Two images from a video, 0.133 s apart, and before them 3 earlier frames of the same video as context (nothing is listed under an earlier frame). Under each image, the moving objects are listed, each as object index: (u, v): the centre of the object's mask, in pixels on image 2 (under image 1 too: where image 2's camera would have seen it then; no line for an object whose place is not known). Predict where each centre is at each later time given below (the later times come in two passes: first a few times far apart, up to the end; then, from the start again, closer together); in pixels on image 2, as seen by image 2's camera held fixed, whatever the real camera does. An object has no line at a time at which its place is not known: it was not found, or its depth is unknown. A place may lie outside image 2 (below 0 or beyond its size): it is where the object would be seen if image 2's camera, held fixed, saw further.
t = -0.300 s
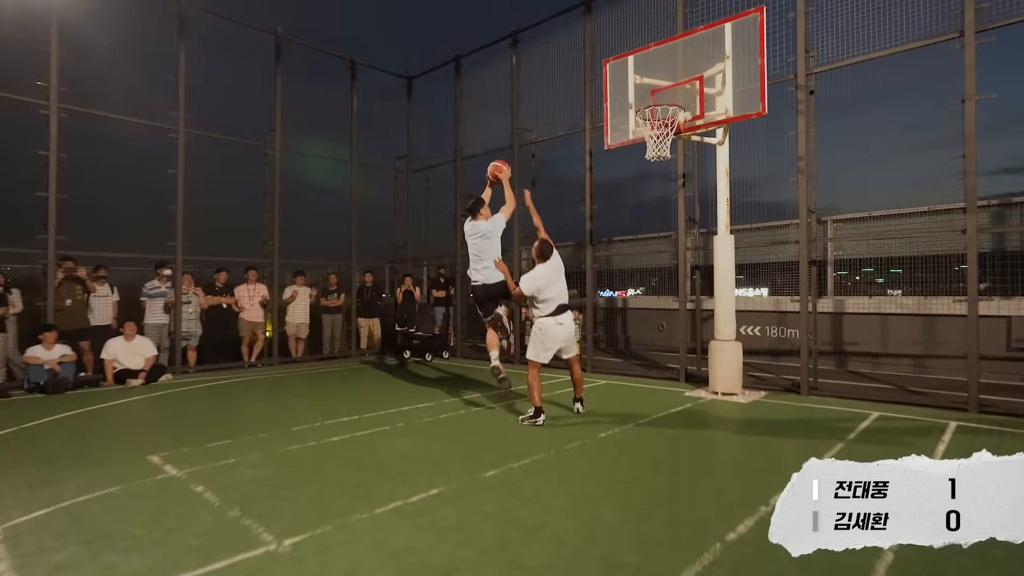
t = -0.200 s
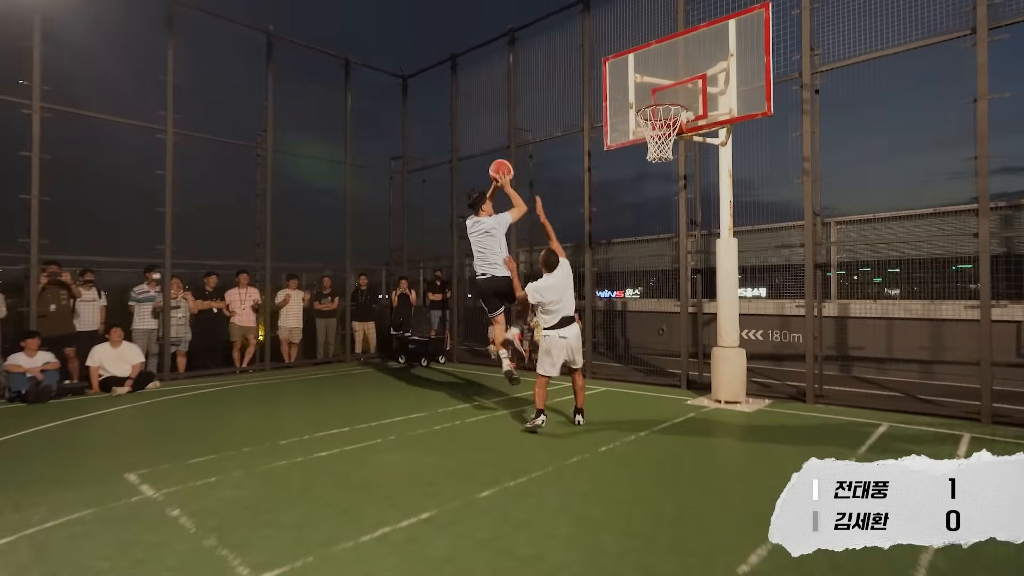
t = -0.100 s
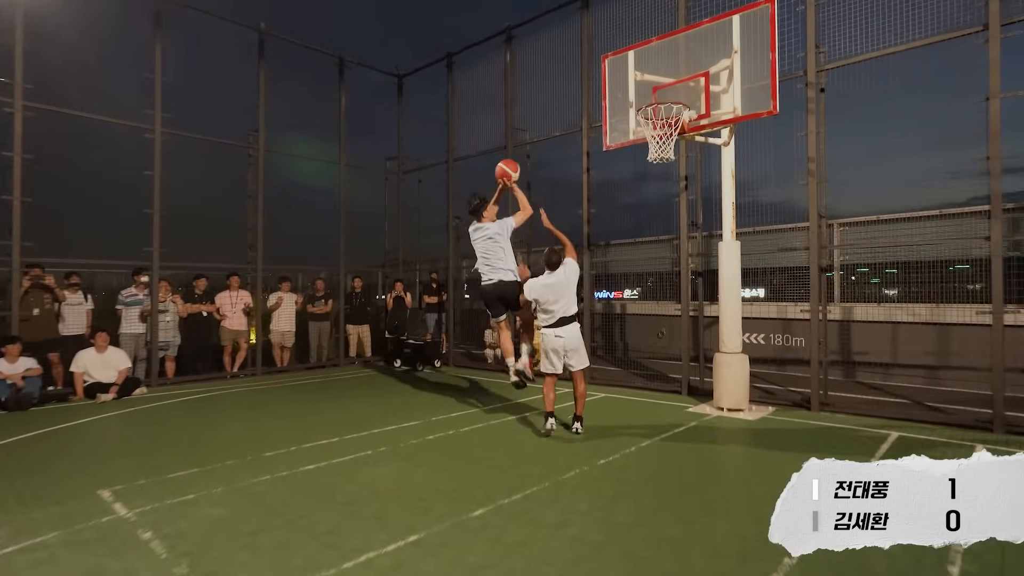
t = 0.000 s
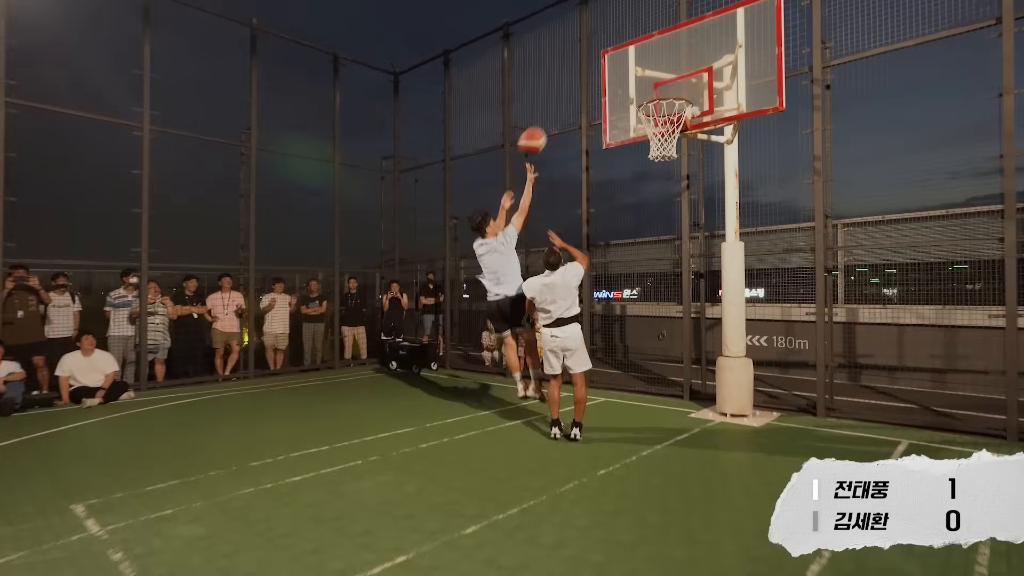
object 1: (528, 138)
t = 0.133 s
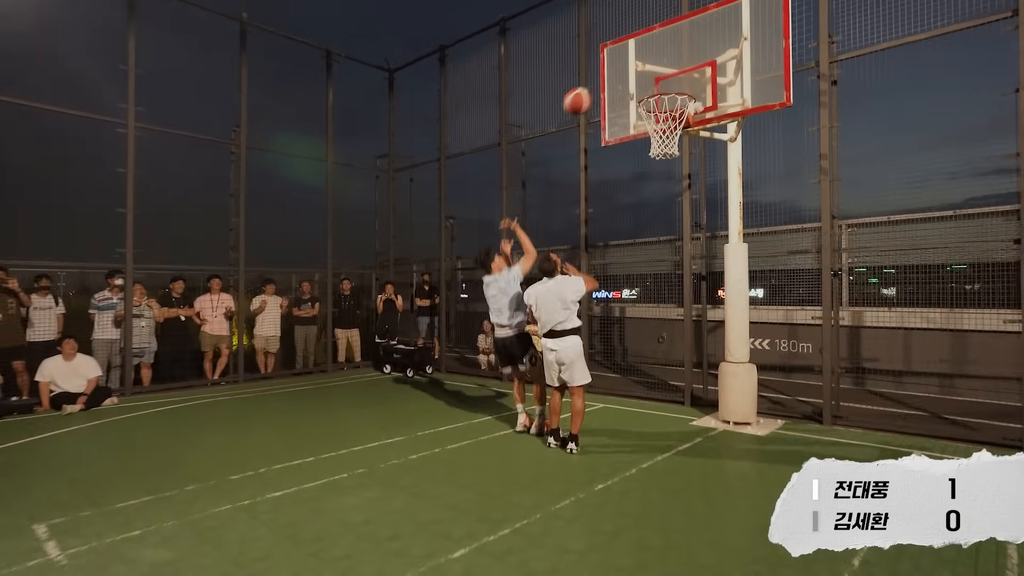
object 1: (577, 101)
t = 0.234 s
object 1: (613, 86)
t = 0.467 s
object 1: (662, 81)
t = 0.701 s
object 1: (658, 135)
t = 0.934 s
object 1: (663, 152)
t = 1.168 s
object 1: (668, 173)
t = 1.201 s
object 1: (669, 182)
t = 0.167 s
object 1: (589, 95)
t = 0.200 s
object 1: (601, 90)
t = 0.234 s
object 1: (613, 86)
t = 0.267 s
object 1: (626, 83)
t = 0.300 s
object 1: (638, 81)
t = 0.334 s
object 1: (650, 80)
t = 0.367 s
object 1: (658, 80)
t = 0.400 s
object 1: (659, 80)
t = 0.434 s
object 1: (661, 81)
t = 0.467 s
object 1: (662, 81)
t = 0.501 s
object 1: (664, 86)
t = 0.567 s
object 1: (667, 99)
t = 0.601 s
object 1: (664, 108)
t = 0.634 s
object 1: (663, 117)
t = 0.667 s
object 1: (661, 127)
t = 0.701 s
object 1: (658, 135)
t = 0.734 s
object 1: (660, 146)
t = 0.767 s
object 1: (662, 146)
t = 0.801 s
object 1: (664, 146)
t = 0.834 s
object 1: (663, 149)
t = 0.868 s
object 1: (661, 151)
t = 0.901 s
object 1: (661, 151)
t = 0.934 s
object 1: (663, 152)
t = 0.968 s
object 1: (664, 153)
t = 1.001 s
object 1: (665, 154)
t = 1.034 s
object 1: (666, 156)
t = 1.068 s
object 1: (666, 156)
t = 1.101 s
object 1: (667, 159)
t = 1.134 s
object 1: (668, 165)
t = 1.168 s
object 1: (668, 173)
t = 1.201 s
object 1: (669, 182)
